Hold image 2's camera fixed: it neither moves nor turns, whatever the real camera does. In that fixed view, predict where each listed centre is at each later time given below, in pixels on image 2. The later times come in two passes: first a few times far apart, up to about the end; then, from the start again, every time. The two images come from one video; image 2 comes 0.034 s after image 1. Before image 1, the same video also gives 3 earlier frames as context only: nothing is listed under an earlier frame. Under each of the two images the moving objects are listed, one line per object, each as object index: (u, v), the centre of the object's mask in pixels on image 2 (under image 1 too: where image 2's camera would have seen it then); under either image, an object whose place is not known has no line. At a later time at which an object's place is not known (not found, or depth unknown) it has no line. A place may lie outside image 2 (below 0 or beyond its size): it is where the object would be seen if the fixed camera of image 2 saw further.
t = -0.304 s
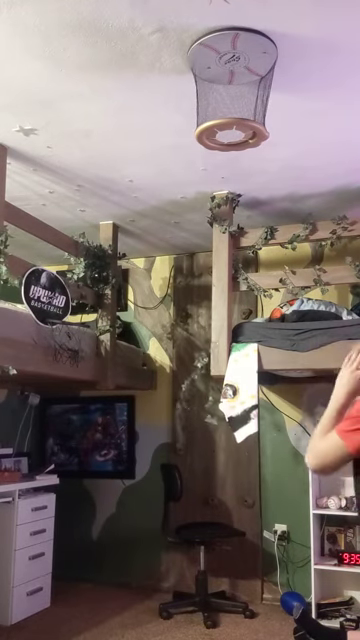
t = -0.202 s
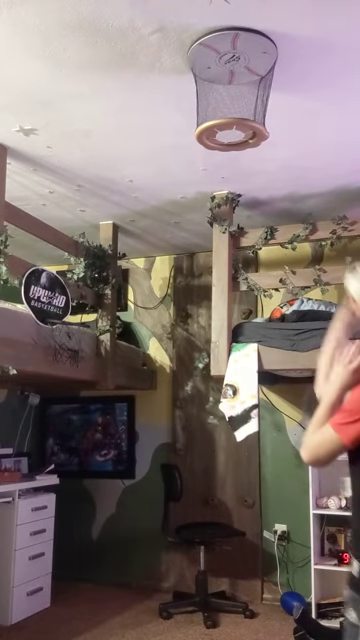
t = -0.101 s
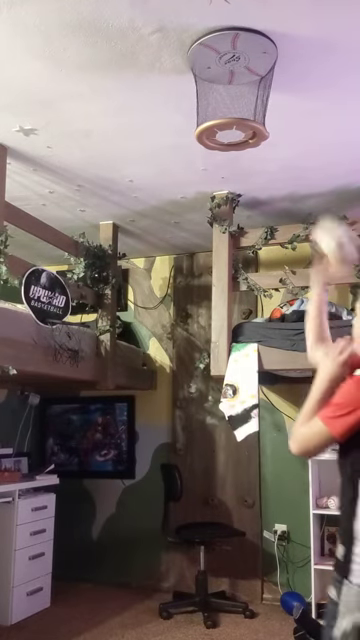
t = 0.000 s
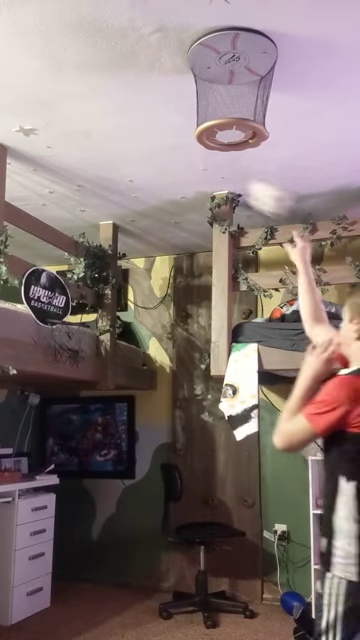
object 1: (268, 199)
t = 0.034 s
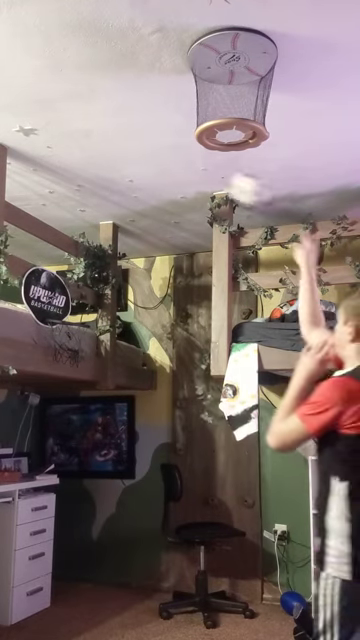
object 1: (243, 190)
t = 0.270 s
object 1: (137, 209)
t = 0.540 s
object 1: (64, 313)
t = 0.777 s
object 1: (110, 321)
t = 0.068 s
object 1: (225, 185)
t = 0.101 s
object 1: (209, 184)
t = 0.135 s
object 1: (192, 185)
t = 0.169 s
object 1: (178, 188)
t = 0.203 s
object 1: (164, 193)
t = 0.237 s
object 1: (151, 200)
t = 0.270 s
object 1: (137, 209)
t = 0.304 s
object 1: (127, 220)
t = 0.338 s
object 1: (114, 232)
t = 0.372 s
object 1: (102, 247)
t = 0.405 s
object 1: (93, 260)
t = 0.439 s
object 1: (83, 275)
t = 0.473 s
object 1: (74, 292)
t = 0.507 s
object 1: (62, 311)
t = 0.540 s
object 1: (64, 313)
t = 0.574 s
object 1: (72, 311)
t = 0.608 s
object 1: (79, 310)
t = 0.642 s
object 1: (85, 310)
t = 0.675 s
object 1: (92, 310)
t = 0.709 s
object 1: (99, 313)
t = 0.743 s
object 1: (105, 317)
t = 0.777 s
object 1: (110, 321)
